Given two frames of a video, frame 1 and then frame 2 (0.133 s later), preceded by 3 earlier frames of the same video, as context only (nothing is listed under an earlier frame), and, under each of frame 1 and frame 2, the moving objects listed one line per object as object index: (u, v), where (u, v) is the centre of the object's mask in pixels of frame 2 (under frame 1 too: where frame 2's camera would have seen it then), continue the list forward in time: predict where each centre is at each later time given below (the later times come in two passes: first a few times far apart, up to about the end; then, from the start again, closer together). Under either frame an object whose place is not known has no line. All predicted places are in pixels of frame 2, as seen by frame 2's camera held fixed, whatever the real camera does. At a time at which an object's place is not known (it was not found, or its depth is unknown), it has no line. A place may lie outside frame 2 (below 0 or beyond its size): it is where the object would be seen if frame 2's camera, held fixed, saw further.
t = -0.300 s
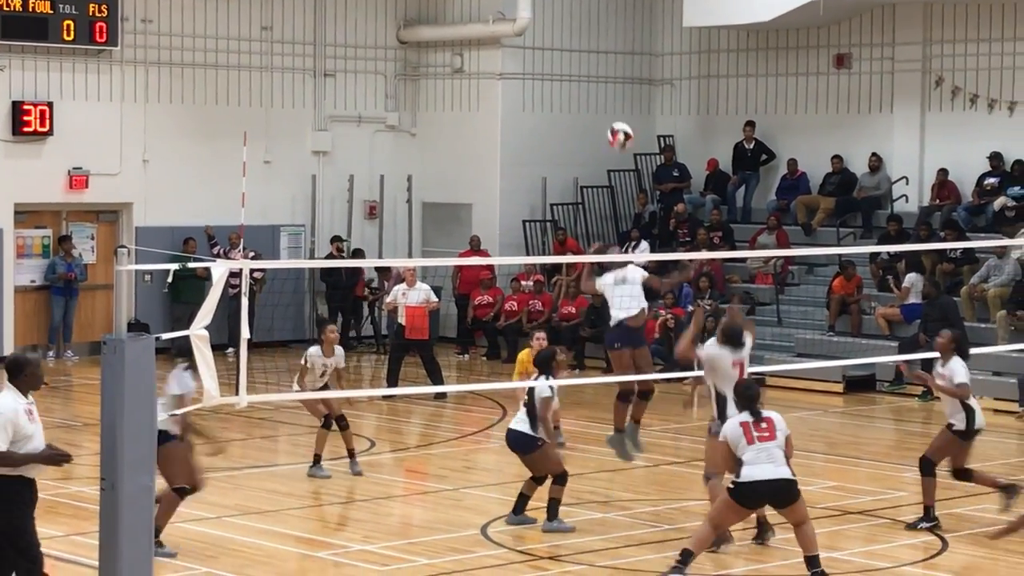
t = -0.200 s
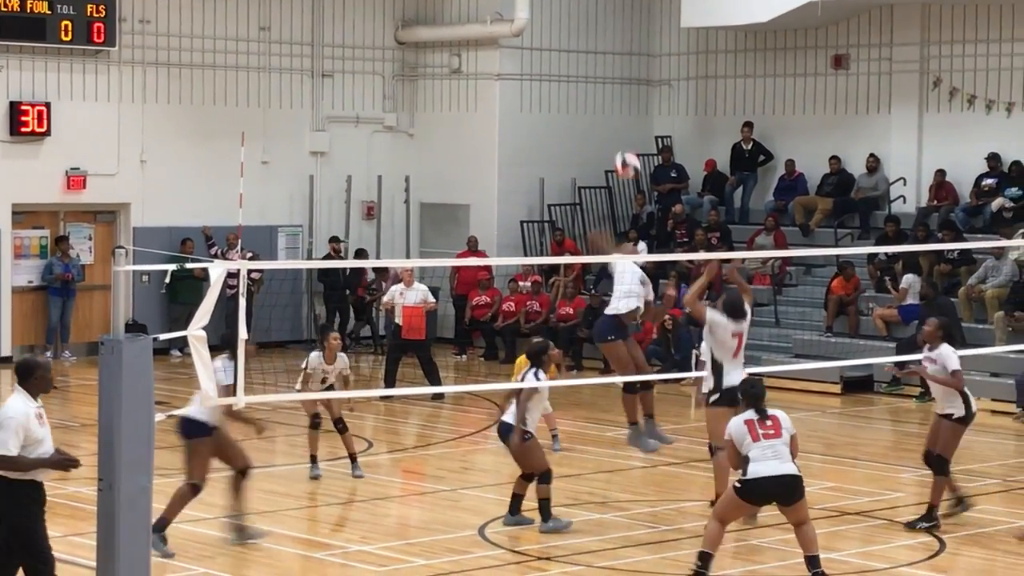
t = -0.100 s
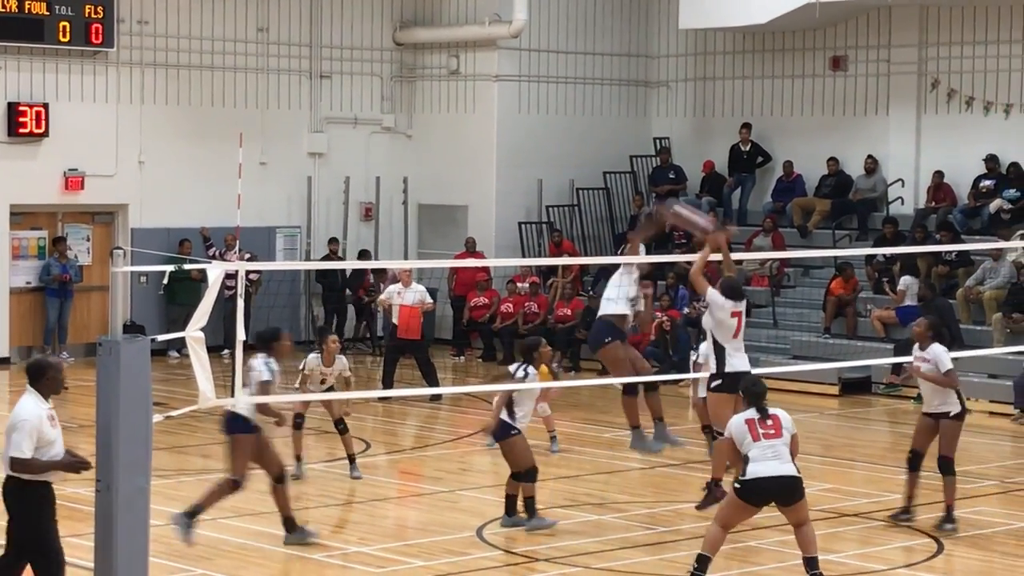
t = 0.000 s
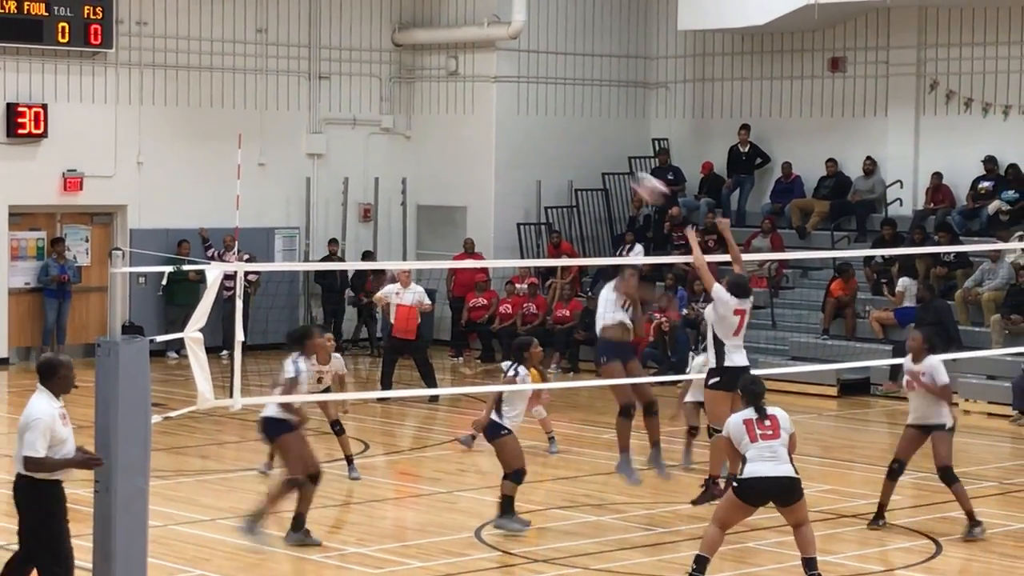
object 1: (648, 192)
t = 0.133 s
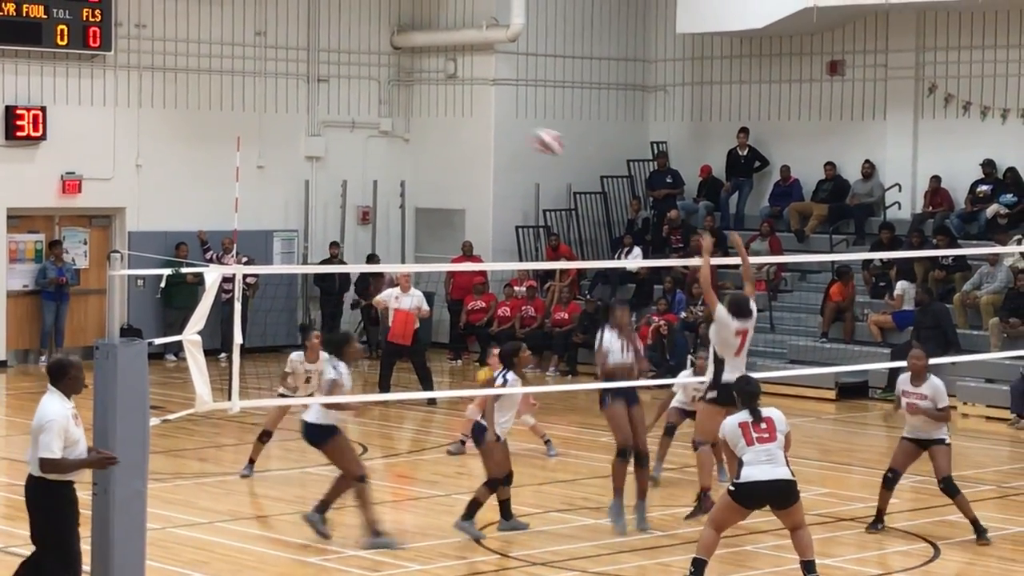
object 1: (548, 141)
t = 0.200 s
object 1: (503, 126)
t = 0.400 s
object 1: (377, 116)
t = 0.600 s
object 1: (268, 147)
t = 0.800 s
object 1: (175, 216)
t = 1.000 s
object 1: (96, 313)
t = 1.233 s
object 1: (25, 380)
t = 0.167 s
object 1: (524, 133)
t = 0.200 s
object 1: (503, 126)
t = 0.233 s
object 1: (479, 121)
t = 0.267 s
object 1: (457, 117)
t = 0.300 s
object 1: (437, 115)
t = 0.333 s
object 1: (415, 114)
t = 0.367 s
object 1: (397, 114)
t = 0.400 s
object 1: (377, 116)
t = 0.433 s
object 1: (359, 118)
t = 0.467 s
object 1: (339, 122)
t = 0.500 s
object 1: (319, 127)
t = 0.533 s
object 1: (302, 132)
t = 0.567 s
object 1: (285, 140)
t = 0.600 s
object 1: (268, 147)
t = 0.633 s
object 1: (253, 157)
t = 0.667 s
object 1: (236, 168)
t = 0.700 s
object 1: (219, 177)
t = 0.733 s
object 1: (205, 189)
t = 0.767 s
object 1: (189, 202)
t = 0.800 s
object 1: (175, 216)
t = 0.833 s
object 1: (161, 231)
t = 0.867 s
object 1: (149, 244)
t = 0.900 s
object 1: (135, 260)
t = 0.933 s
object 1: (125, 277)
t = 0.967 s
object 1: (103, 296)
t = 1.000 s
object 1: (96, 313)
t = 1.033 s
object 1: (84, 333)
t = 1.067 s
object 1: (73, 352)
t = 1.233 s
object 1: (25, 380)
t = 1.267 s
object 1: (20, 364)
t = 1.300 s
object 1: (15, 351)
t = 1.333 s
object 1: (10, 334)
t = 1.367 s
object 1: (3, 319)
